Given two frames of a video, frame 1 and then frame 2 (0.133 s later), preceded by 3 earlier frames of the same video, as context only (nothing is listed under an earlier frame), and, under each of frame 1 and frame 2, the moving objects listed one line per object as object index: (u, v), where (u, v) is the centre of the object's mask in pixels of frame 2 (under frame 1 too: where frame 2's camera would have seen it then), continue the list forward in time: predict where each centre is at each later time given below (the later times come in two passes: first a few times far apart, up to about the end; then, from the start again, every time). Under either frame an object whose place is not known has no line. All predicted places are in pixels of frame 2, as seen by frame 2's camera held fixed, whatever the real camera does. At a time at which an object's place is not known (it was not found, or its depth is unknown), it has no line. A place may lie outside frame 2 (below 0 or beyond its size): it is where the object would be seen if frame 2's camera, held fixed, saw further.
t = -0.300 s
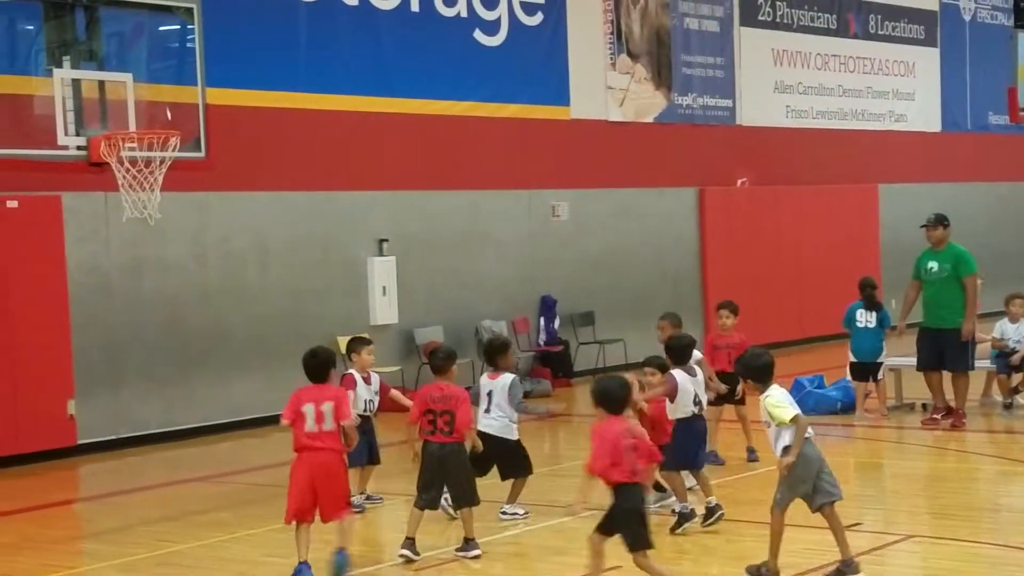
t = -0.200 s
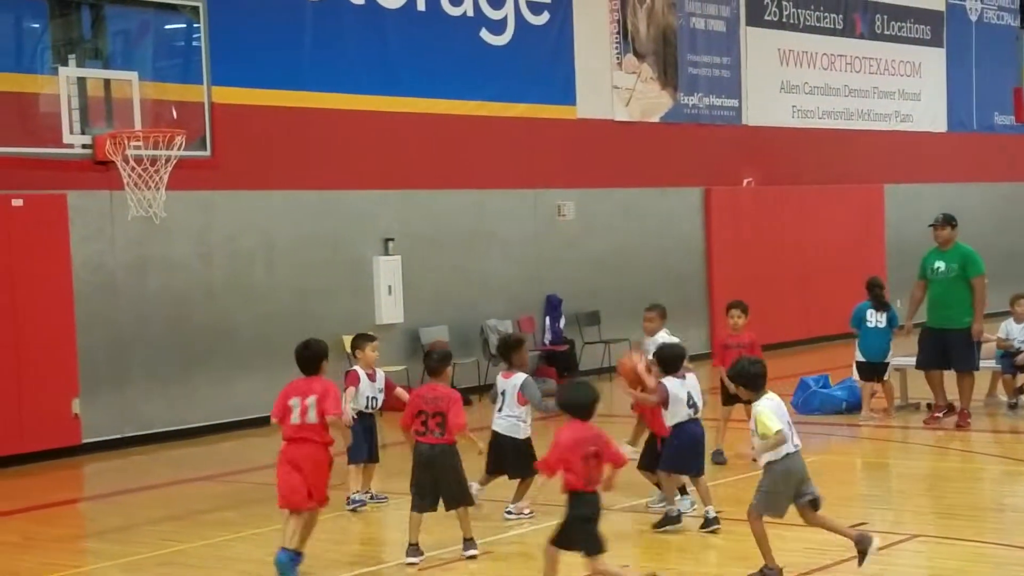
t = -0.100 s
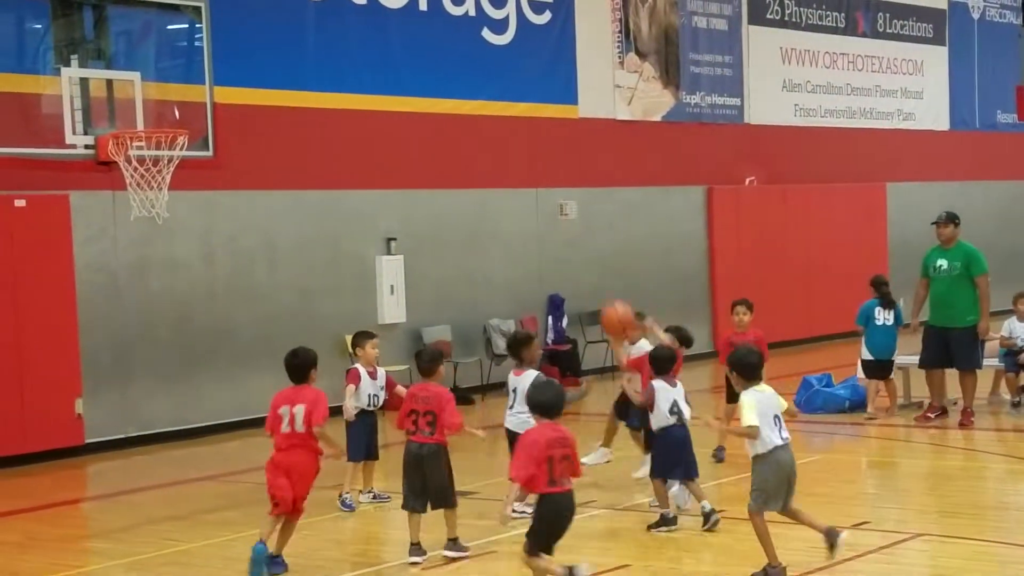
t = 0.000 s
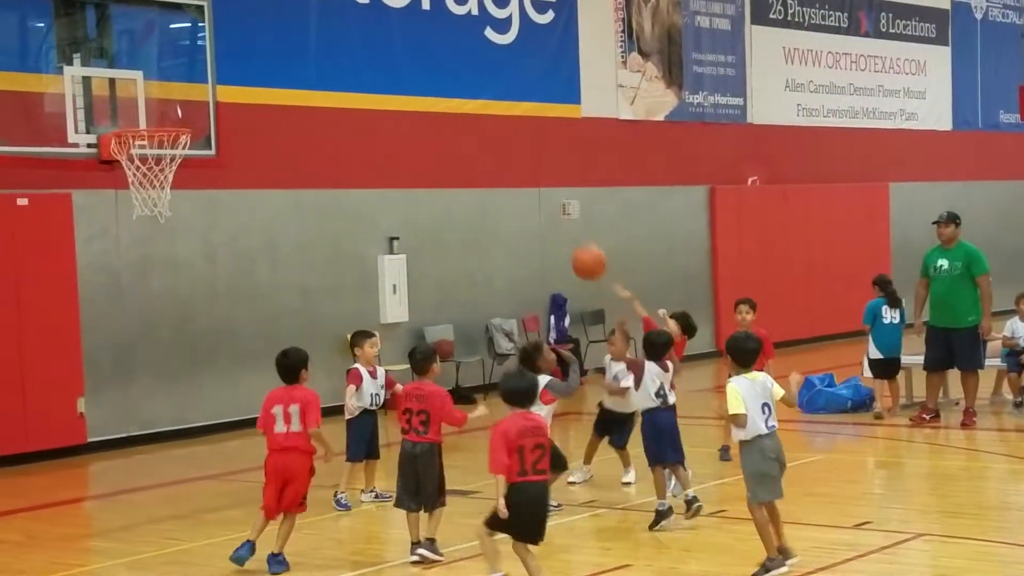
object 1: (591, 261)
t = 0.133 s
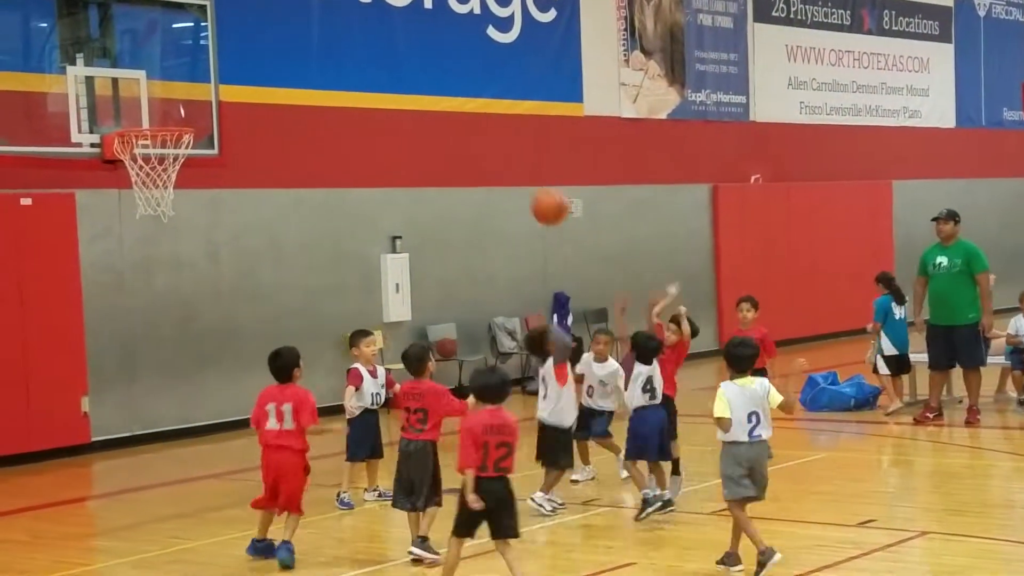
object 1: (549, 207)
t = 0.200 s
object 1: (528, 189)
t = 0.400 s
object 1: (464, 180)
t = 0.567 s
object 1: (409, 225)
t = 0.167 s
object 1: (538, 197)
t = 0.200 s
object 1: (528, 189)
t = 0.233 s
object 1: (518, 183)
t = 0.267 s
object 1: (507, 179)
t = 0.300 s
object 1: (496, 176)
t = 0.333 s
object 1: (486, 176)
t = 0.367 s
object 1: (475, 177)
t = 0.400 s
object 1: (464, 180)
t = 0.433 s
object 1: (453, 185)
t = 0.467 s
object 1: (442, 192)
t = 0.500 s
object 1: (431, 200)
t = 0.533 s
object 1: (420, 212)
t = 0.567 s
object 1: (409, 225)
